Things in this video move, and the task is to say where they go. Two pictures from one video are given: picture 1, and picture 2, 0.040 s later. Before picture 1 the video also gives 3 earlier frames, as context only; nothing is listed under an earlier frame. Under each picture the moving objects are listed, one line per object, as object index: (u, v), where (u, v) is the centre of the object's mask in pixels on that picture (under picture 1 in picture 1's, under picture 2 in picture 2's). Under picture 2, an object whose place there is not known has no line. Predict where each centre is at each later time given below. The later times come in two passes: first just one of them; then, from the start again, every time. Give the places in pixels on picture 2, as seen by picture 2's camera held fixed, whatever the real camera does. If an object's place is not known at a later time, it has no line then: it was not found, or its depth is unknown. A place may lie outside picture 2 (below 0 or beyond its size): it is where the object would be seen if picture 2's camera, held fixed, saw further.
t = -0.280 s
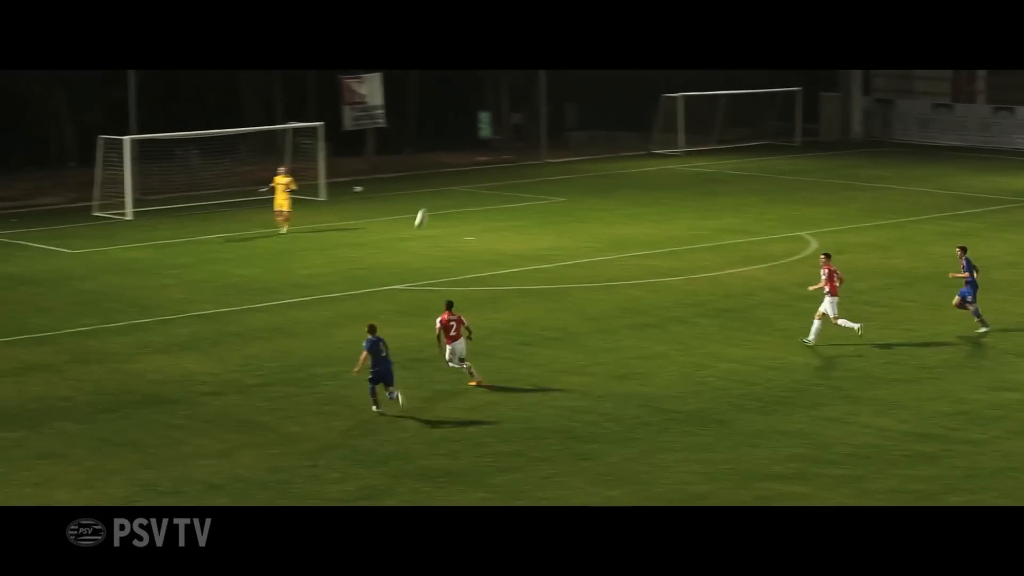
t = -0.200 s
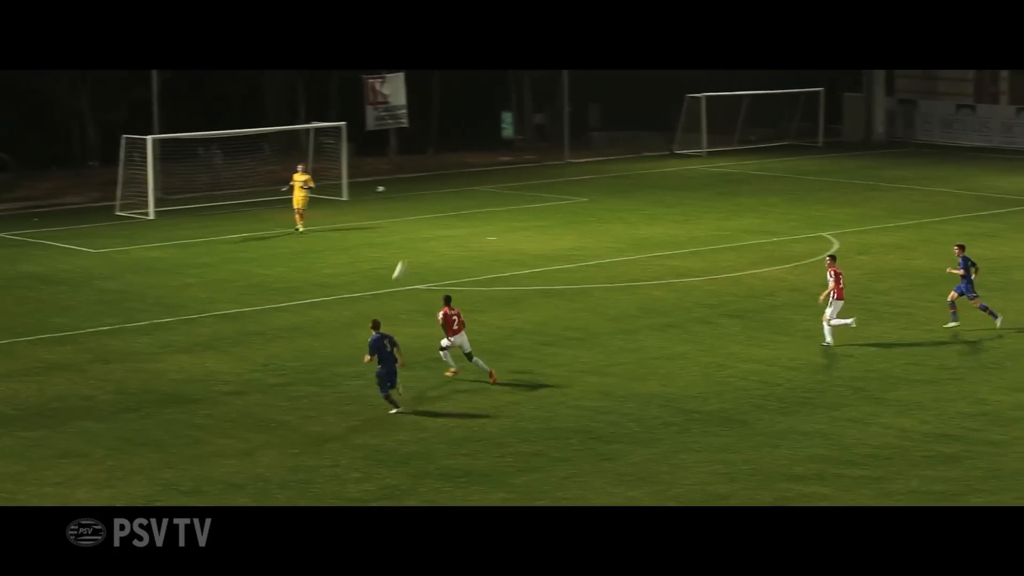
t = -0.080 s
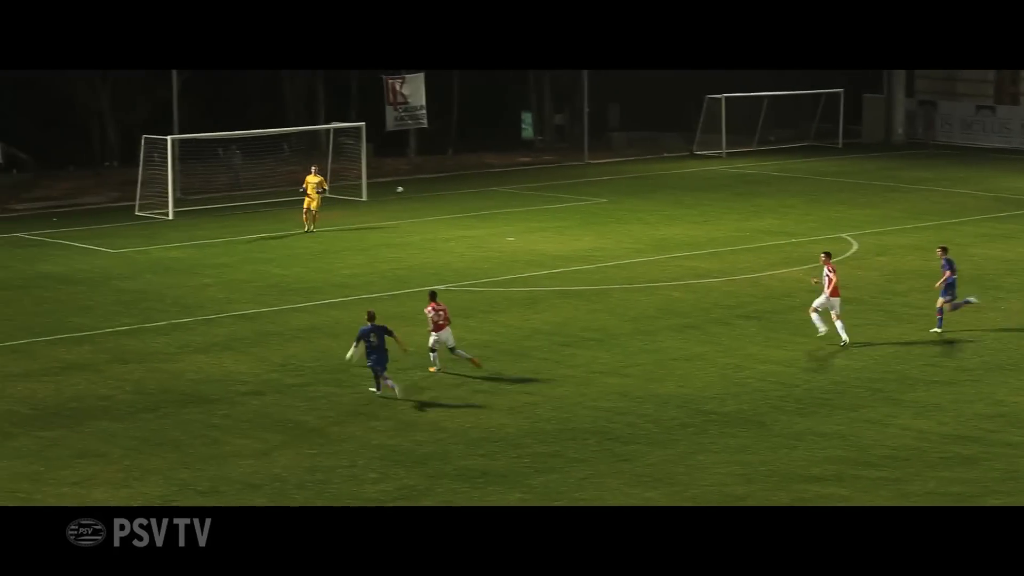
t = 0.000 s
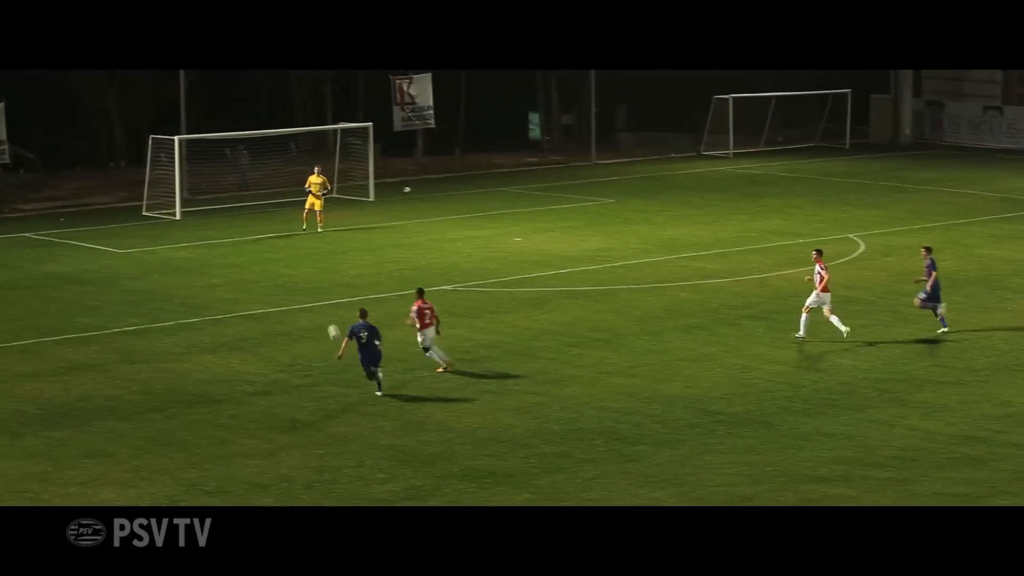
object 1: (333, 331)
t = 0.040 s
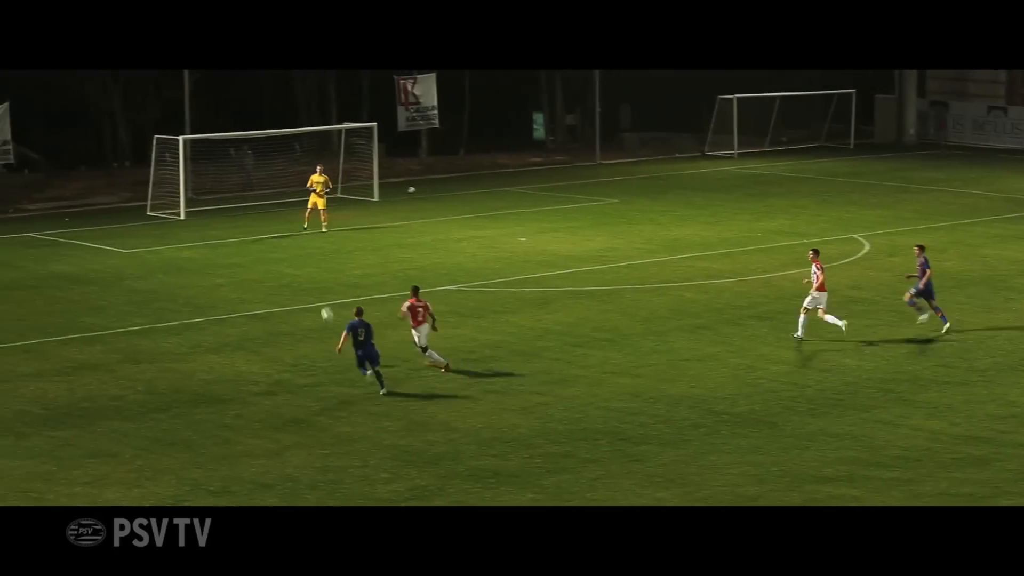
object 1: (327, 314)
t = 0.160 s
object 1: (293, 267)
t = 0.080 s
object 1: (315, 297)
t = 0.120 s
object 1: (304, 282)
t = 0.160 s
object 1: (293, 267)
